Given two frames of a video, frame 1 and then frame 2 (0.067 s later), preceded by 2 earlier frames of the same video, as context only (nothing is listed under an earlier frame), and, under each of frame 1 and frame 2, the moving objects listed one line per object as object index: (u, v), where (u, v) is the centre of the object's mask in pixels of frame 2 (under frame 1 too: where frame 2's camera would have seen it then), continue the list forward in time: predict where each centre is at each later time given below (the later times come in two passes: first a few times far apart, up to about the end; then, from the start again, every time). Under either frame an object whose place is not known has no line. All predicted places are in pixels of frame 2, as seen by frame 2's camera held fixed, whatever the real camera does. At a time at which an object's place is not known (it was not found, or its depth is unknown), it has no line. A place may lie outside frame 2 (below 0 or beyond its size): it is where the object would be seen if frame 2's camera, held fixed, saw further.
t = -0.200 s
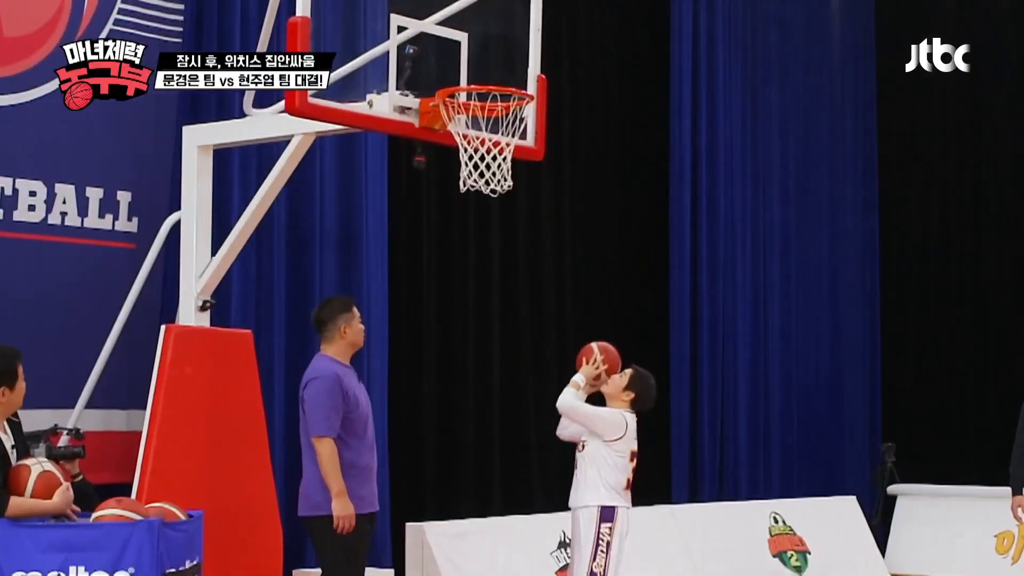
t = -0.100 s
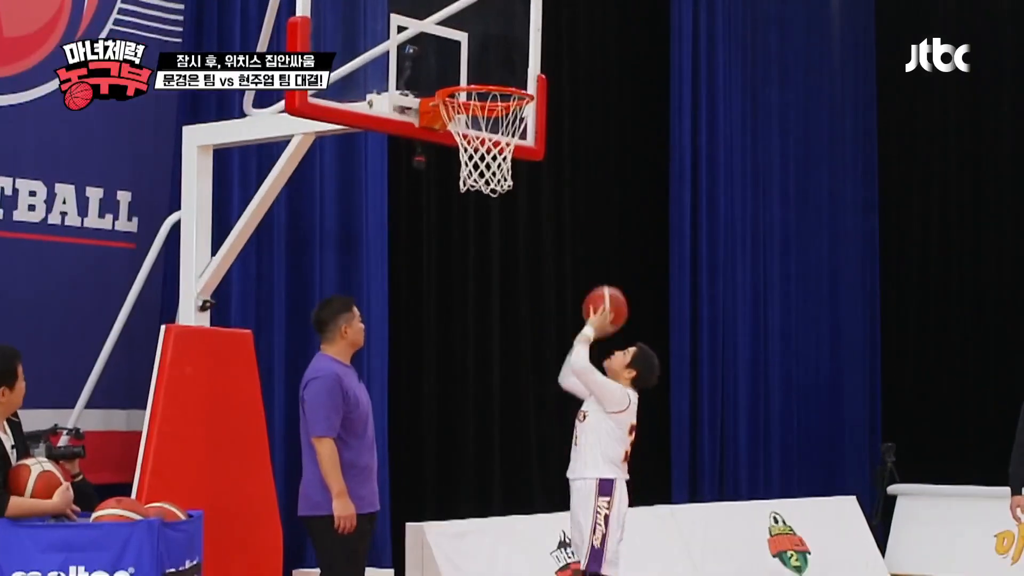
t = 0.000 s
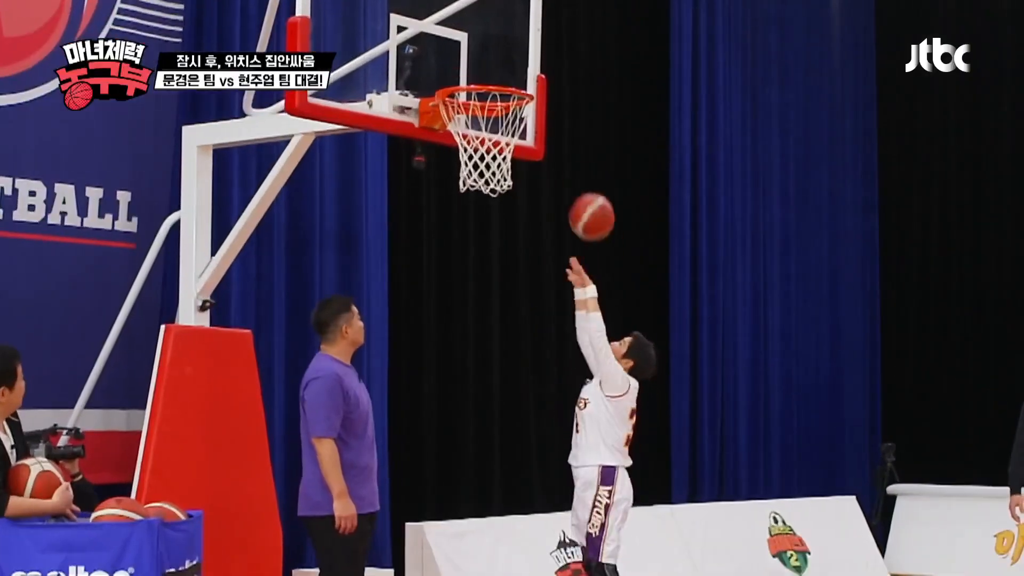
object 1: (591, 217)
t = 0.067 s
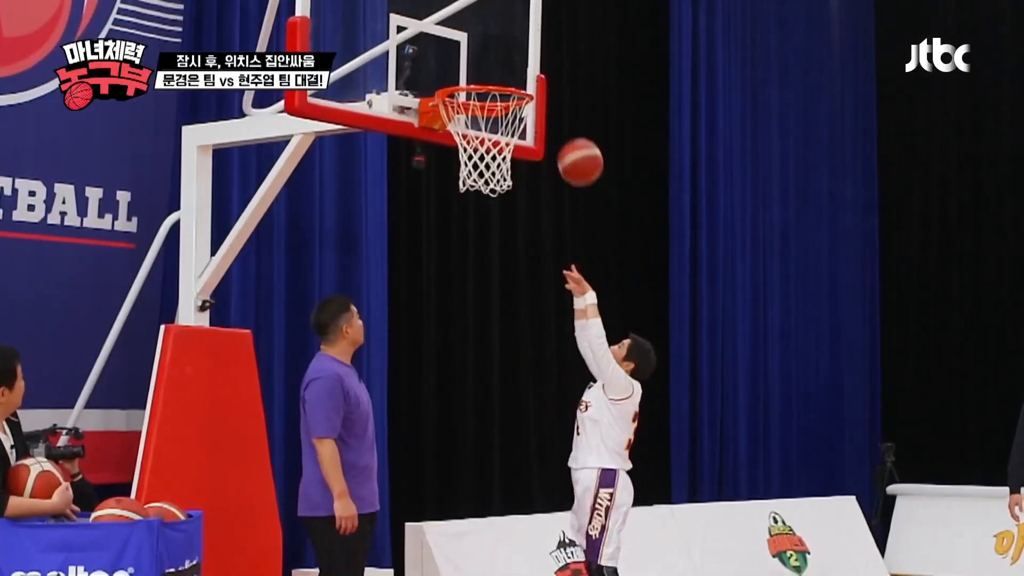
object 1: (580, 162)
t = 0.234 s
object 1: (552, 61)
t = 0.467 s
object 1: (512, 12)
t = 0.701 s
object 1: (472, 49)
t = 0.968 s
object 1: (468, 23)
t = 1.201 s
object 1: (476, 49)
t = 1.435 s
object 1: (496, 127)
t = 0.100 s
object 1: (574, 138)
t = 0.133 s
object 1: (569, 115)
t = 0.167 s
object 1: (564, 95)
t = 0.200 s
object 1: (558, 76)
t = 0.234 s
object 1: (552, 61)
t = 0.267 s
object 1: (546, 46)
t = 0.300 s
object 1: (540, 34)
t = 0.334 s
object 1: (535, 24)
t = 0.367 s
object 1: (529, 18)
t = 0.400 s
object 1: (524, 14)
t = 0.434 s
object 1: (518, 12)
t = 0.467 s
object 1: (512, 12)
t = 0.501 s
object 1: (507, 12)
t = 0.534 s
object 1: (501, 13)
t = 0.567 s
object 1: (495, 15)
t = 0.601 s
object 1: (489, 19)
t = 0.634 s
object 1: (484, 26)
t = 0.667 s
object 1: (478, 37)
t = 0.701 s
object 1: (472, 49)
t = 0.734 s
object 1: (466, 64)
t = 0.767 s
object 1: (460, 74)
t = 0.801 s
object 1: (461, 66)
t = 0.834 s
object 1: (463, 54)
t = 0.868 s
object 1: (464, 43)
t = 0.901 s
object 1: (465, 35)
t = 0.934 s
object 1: (467, 28)
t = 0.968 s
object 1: (468, 23)
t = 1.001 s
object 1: (469, 21)
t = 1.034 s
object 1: (470, 21)
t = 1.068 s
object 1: (471, 22)
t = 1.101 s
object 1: (472, 26)
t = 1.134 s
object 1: (473, 31)
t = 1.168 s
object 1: (474, 39)
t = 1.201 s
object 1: (476, 49)
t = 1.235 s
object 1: (476, 61)
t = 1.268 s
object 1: (478, 70)
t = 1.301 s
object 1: (479, 85)
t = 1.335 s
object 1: (481, 93)
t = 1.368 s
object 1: (484, 101)
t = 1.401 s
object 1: (492, 97)
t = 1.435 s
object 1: (496, 127)
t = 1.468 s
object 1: (508, 127)
